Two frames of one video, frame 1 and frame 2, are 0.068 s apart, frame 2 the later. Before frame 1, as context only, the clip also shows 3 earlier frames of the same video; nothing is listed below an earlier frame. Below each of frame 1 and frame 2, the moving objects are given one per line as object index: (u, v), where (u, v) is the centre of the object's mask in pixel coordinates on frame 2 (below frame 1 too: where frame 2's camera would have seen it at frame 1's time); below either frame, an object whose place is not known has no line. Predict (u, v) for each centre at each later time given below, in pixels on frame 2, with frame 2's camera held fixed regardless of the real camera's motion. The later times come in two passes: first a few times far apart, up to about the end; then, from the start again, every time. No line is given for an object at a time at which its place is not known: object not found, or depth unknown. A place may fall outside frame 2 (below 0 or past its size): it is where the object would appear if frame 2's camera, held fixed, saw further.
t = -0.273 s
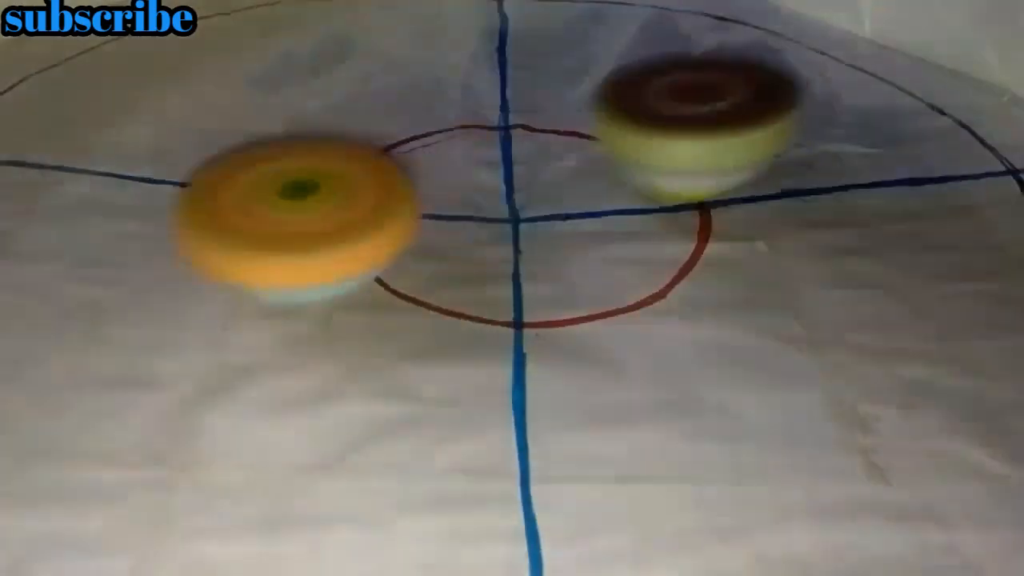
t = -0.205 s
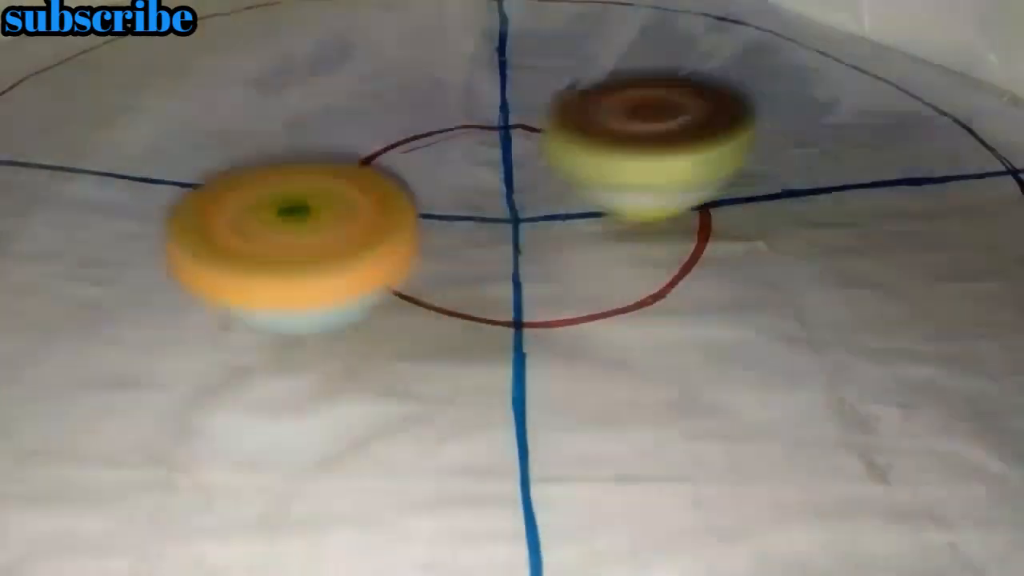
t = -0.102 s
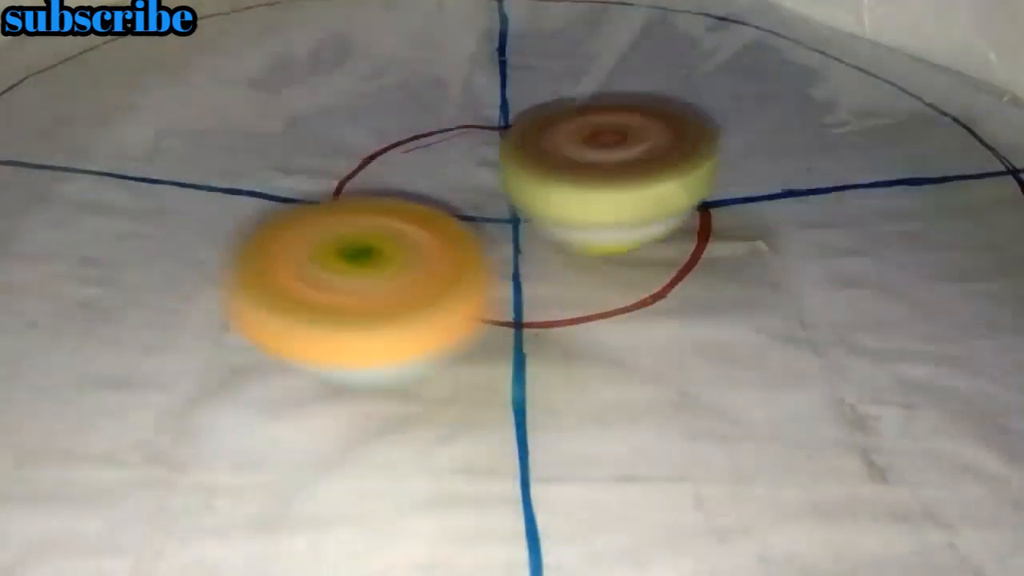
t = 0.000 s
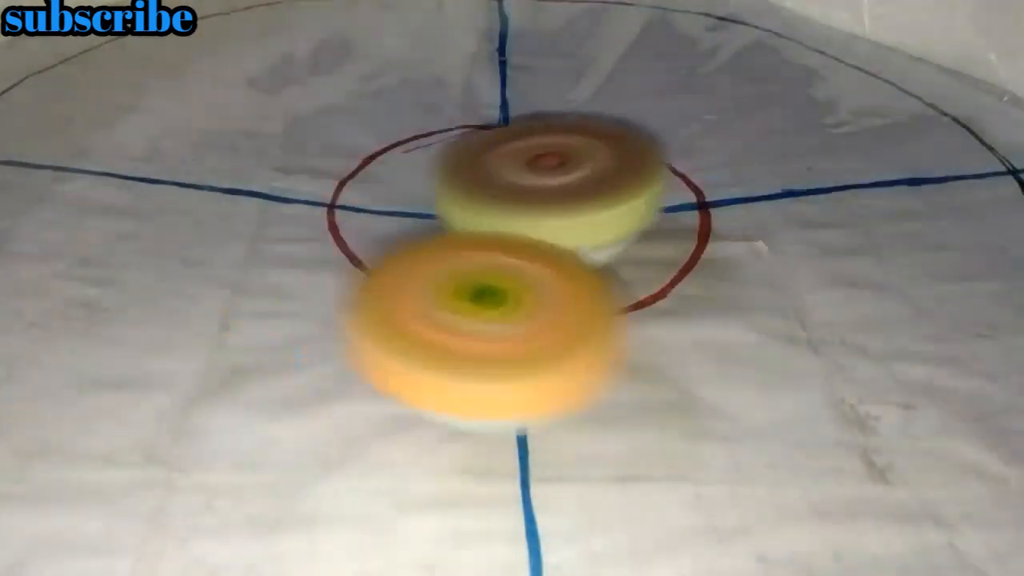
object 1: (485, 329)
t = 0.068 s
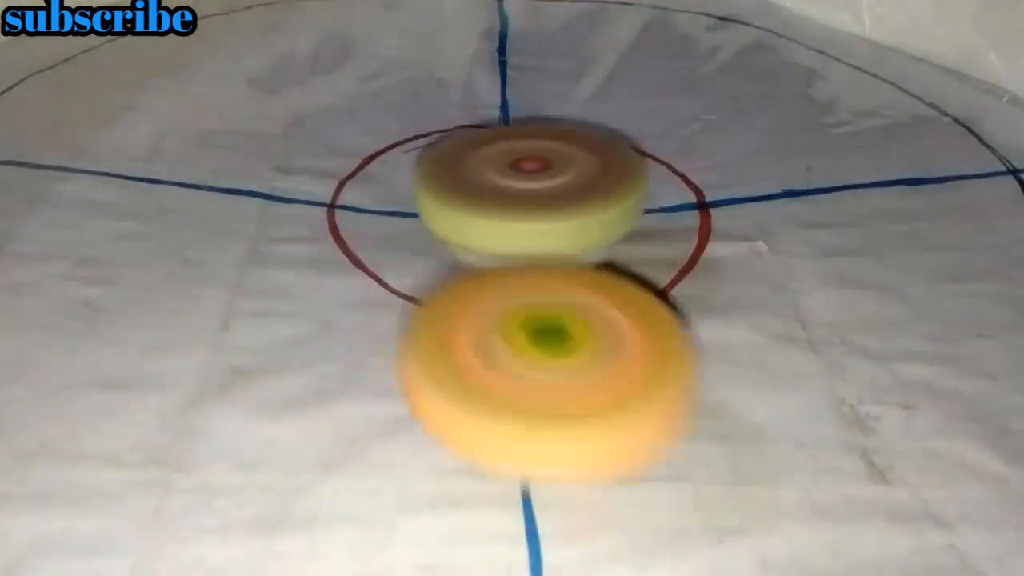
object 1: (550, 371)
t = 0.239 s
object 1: (675, 402)
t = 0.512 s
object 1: (874, 400)
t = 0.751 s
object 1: (828, 321)
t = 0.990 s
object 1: (730, 279)
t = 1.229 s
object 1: (625, 241)
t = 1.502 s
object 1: (681, 310)
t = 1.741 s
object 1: (707, 296)
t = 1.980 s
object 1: (709, 279)
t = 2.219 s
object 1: (713, 280)
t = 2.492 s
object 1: (686, 270)
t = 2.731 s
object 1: (626, 246)
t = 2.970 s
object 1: (569, 313)
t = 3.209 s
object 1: (598, 340)
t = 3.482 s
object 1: (601, 320)
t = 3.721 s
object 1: (579, 295)
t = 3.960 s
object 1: (549, 252)
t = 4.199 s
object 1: (506, 211)
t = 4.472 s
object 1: (460, 237)
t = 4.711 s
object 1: (489, 225)
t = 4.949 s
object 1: (514, 209)
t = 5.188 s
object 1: (539, 185)
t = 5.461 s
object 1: (507, 196)
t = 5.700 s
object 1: (517, 202)
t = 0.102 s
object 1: (576, 388)
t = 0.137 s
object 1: (603, 404)
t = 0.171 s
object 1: (629, 410)
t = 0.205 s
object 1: (650, 408)
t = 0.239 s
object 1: (675, 402)
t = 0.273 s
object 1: (704, 398)
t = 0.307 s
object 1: (733, 398)
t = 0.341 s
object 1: (765, 399)
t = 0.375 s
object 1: (794, 399)
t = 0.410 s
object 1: (824, 400)
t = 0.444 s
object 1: (848, 403)
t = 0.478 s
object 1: (865, 403)
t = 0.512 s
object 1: (874, 400)
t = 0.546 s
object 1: (880, 395)
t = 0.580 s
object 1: (882, 388)
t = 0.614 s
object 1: (880, 378)
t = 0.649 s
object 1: (873, 366)
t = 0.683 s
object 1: (857, 352)
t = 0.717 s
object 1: (841, 336)
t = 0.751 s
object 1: (828, 321)
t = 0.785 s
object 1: (810, 308)
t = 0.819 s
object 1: (796, 300)
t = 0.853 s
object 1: (784, 293)
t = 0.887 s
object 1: (772, 288)
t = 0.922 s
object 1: (758, 284)
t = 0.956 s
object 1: (743, 281)
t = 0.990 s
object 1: (730, 279)
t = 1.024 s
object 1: (717, 276)
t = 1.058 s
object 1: (704, 275)
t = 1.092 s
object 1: (688, 273)
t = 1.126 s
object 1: (668, 268)
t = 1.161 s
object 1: (647, 260)
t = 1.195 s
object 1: (631, 246)
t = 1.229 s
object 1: (625, 241)
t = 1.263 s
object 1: (633, 263)
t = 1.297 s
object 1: (638, 277)
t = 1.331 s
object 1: (640, 285)
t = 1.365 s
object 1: (644, 290)
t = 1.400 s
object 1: (654, 297)
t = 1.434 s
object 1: (664, 301)
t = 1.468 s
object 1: (673, 306)
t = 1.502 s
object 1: (681, 310)
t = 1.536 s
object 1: (689, 311)
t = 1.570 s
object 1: (695, 311)
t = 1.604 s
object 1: (698, 309)
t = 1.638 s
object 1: (702, 307)
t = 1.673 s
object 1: (704, 304)
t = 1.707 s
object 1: (706, 298)
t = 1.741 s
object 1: (707, 296)
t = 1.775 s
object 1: (710, 291)
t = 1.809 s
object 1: (712, 288)
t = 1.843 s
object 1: (712, 284)
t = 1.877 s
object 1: (712, 281)
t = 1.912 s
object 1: (710, 279)
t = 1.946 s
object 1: (710, 279)
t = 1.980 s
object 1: (709, 279)
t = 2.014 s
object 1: (709, 278)
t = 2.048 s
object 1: (710, 279)
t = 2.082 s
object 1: (712, 279)
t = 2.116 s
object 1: (713, 280)
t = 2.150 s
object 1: (714, 280)
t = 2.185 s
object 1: (713, 280)
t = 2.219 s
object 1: (713, 280)
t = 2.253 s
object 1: (713, 279)
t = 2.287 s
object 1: (714, 279)
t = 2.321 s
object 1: (714, 279)
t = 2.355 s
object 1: (710, 279)
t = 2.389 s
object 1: (704, 278)
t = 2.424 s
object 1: (698, 277)
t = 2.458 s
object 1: (692, 274)
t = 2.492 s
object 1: (686, 270)
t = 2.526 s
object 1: (679, 267)
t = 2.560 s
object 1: (672, 264)
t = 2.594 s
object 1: (662, 260)
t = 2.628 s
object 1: (654, 257)
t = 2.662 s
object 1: (645, 253)
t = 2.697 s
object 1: (636, 250)
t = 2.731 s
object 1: (626, 246)
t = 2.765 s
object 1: (612, 242)
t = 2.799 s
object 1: (596, 239)
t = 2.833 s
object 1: (582, 234)
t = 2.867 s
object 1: (573, 229)
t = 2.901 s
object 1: (567, 253)
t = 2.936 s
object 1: (566, 286)
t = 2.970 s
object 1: (569, 313)
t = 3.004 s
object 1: (571, 327)
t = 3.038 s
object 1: (575, 338)
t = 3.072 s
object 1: (580, 342)
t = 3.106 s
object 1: (584, 343)
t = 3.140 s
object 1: (589, 343)
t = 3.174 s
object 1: (595, 342)
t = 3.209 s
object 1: (598, 340)
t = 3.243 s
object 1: (600, 339)
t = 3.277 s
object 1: (600, 337)
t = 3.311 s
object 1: (600, 334)
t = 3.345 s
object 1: (601, 331)
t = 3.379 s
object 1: (601, 328)
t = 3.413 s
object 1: (602, 325)
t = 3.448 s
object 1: (602, 322)
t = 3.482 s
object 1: (601, 320)
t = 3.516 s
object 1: (600, 317)
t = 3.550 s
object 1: (599, 314)
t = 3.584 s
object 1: (596, 311)
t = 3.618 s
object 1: (592, 308)
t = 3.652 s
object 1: (588, 303)
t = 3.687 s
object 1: (584, 299)
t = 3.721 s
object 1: (579, 295)
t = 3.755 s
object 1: (574, 290)
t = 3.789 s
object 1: (570, 285)
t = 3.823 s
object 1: (564, 279)
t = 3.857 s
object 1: (558, 274)
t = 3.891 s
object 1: (554, 267)
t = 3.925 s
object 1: (552, 260)
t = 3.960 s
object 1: (549, 252)
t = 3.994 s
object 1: (546, 246)
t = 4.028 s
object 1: (542, 239)
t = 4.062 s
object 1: (541, 232)
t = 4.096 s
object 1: (536, 225)
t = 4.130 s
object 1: (531, 216)
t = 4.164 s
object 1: (527, 209)
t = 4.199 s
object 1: (506, 211)
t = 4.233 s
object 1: (483, 223)
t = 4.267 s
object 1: (467, 234)
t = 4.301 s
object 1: (456, 237)
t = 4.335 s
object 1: (450, 238)
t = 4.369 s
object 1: (450, 238)
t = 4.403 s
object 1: (452, 238)
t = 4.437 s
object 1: (456, 237)
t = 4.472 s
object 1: (460, 237)
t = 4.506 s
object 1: (463, 236)
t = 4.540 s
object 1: (467, 235)
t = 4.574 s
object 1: (471, 235)
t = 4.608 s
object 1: (476, 233)
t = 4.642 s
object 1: (480, 231)
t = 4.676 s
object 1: (484, 228)
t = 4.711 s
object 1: (489, 225)
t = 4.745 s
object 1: (493, 222)
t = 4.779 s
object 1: (498, 221)
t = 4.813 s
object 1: (502, 219)
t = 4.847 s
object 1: (506, 217)
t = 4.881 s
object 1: (509, 215)
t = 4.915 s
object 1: (512, 212)
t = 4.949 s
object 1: (514, 209)
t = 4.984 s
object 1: (517, 206)
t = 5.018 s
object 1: (521, 203)
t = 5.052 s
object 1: (525, 199)
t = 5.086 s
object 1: (529, 195)
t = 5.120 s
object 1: (534, 192)
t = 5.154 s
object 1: (537, 189)
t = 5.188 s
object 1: (539, 185)
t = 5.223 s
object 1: (541, 183)
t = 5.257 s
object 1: (542, 180)
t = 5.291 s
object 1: (541, 179)
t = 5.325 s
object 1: (532, 183)
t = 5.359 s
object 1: (524, 186)
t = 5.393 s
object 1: (512, 190)
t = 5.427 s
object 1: (508, 194)
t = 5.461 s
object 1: (507, 196)
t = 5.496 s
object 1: (508, 198)
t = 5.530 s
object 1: (510, 199)
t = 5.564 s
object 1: (512, 201)
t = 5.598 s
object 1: (514, 202)
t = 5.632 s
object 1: (517, 202)
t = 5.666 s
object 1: (517, 202)
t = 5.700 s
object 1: (517, 202)
